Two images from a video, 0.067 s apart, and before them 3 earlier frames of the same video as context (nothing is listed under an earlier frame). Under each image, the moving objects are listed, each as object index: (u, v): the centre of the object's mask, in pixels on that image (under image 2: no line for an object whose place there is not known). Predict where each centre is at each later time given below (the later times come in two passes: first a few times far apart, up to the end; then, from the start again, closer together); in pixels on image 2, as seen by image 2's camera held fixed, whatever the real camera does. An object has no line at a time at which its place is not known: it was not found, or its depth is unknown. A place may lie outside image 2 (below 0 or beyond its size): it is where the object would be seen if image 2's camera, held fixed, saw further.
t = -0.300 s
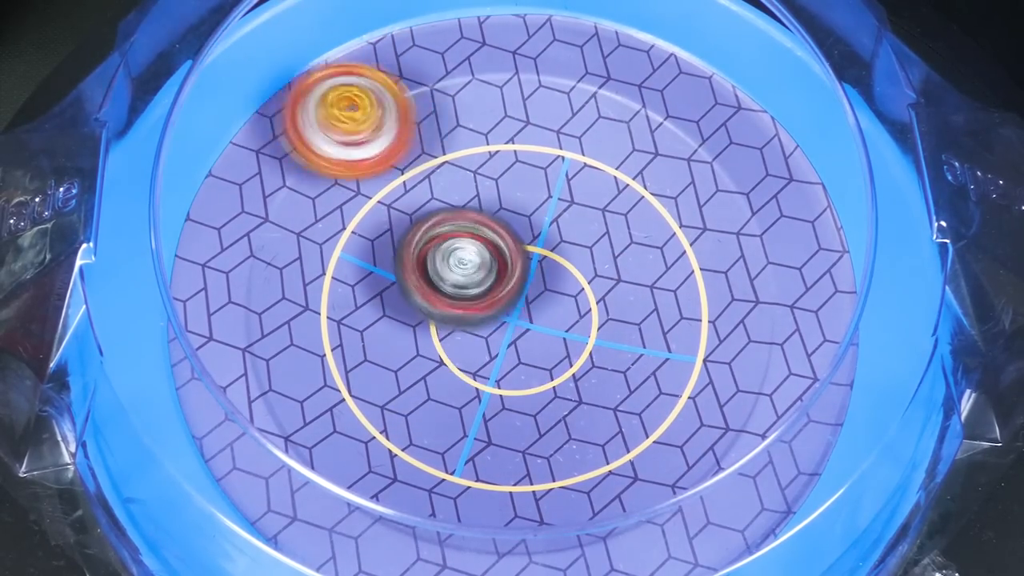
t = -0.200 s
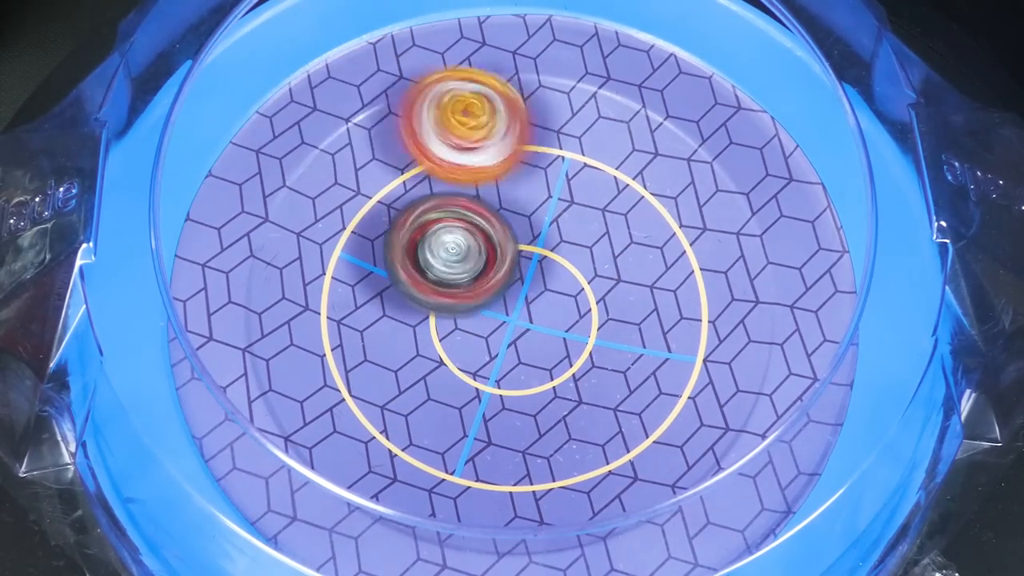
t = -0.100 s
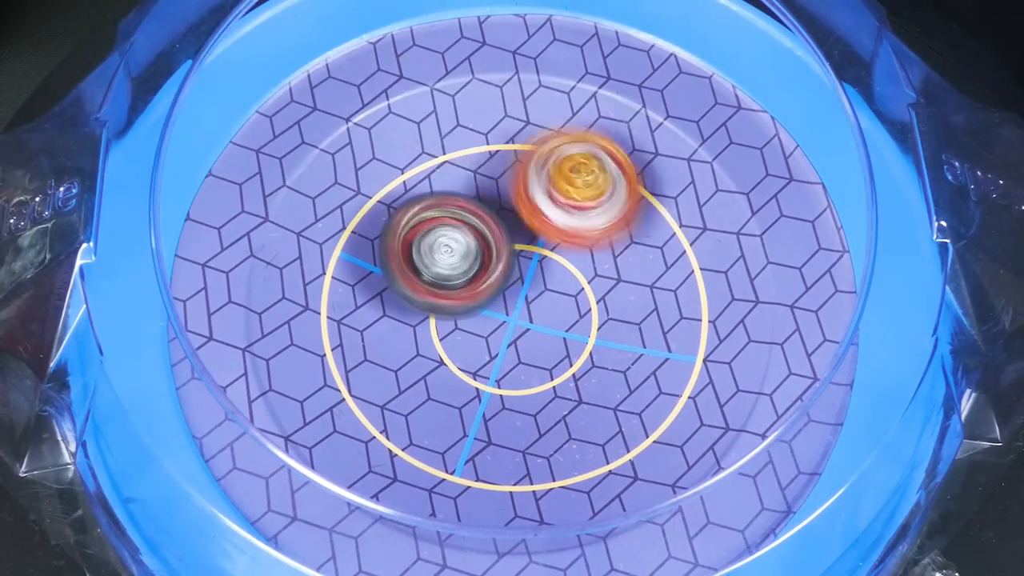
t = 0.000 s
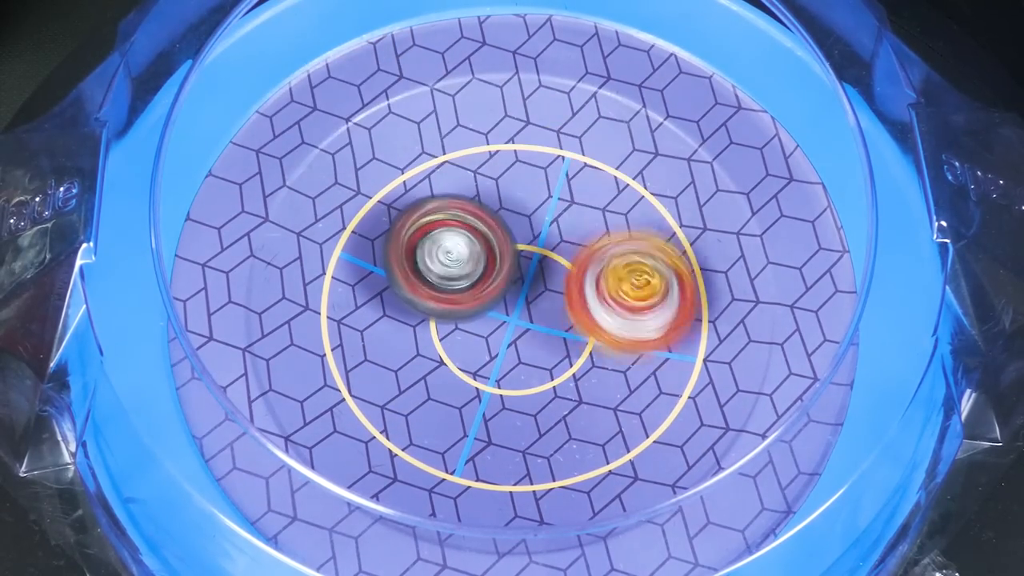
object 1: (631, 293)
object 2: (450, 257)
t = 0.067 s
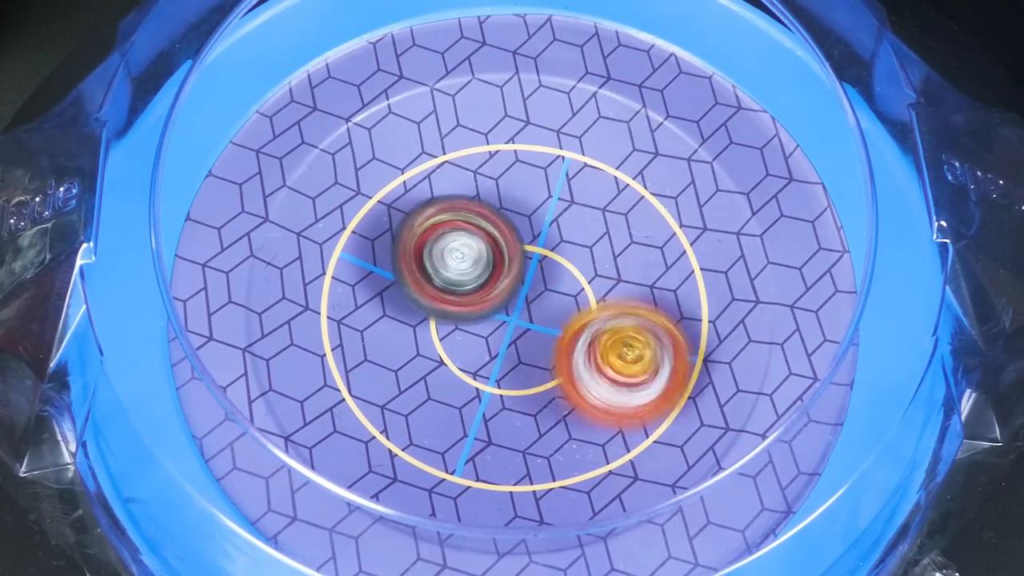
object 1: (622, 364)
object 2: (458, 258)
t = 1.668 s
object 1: (435, 293)
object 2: (920, 296)
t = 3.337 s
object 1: (522, 290)
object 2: (330, 156)
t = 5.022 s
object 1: (547, 194)
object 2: (810, 336)
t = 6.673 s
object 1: (492, 294)
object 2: (583, 84)
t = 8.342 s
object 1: (687, 197)
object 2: (406, 220)
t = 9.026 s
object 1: (408, 393)
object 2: (559, 146)
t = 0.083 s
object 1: (614, 380)
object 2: (460, 258)
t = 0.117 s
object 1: (593, 409)
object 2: (464, 257)
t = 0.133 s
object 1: (581, 421)
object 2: (466, 257)
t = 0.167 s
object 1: (549, 445)
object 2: (471, 254)
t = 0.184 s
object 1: (532, 454)
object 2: (474, 254)
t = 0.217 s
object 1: (491, 462)
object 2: (479, 252)
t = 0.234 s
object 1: (471, 461)
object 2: (482, 250)
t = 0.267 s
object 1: (431, 452)
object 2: (487, 247)
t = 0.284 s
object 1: (413, 442)
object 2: (489, 245)
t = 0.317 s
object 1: (381, 419)
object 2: (494, 243)
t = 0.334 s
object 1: (371, 402)
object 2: (496, 241)
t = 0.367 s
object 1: (357, 369)
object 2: (500, 237)
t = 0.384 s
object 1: (358, 348)
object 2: (502, 236)
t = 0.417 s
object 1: (361, 314)
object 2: (505, 233)
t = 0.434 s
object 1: (369, 294)
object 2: (506, 232)
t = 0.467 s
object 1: (379, 269)
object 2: (514, 228)
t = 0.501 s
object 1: (385, 252)
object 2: (546, 210)
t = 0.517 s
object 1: (393, 243)
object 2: (558, 203)
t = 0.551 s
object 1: (417, 223)
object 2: (578, 191)
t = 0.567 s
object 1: (432, 215)
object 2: (585, 185)
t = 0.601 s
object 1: (464, 205)
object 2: (598, 176)
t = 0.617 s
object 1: (470, 206)
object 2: (613, 169)
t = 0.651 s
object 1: (472, 214)
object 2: (657, 148)
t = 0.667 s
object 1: (476, 219)
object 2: (678, 138)
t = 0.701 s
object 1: (493, 232)
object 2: (710, 123)
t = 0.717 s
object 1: (500, 240)
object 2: (724, 117)
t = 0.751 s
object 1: (512, 263)
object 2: (749, 107)
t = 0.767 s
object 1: (514, 275)
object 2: (761, 102)
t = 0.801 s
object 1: (511, 299)
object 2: (778, 96)
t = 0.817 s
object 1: (508, 309)
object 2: (782, 96)
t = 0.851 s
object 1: (495, 328)
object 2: (787, 99)
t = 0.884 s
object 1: (472, 340)
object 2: (811, 92)
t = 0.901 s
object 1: (461, 343)
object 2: (811, 92)
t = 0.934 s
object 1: (437, 341)
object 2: (801, 96)
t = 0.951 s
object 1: (425, 337)
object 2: (799, 98)
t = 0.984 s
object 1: (405, 323)
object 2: (794, 102)
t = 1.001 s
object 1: (399, 314)
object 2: (792, 103)
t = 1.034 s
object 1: (395, 292)
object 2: (792, 108)
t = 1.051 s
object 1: (397, 281)
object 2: (792, 110)
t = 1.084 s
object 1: (411, 263)
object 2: (796, 115)
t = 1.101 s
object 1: (425, 255)
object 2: (799, 118)
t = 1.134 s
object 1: (452, 244)
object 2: (807, 124)
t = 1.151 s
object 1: (466, 243)
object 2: (812, 127)
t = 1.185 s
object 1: (498, 247)
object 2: (821, 135)
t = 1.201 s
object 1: (513, 252)
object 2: (825, 140)
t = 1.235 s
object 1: (540, 268)
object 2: (837, 151)
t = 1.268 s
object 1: (560, 291)
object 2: (848, 162)
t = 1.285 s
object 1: (568, 302)
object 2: (852, 168)
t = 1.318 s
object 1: (576, 329)
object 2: (859, 179)
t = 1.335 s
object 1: (577, 342)
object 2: (863, 185)
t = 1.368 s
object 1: (571, 368)
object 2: (867, 196)
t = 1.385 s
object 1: (564, 380)
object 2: (877, 201)
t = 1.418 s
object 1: (546, 400)
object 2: (889, 212)
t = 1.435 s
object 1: (532, 408)
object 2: (892, 219)
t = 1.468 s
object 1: (506, 417)
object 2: (898, 229)
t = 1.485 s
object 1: (493, 417)
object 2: (901, 234)
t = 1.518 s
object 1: (465, 406)
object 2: (905, 246)
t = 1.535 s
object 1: (452, 399)
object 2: (906, 251)
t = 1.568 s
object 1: (433, 378)
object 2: (918, 265)
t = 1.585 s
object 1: (427, 365)
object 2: (919, 271)
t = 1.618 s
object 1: (424, 335)
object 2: (911, 279)
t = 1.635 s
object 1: (426, 320)
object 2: (913, 284)
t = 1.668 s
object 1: (435, 293)
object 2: (920, 296)
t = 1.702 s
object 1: (453, 270)
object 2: (917, 306)
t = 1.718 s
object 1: (464, 260)
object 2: (909, 310)
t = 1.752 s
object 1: (493, 244)
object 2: (912, 323)
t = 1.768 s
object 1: (508, 237)
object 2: (910, 330)
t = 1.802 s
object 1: (539, 231)
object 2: (899, 338)
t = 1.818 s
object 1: (554, 230)
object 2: (896, 343)
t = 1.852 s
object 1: (585, 234)
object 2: (897, 358)
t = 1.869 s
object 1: (600, 239)
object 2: (894, 363)
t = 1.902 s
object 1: (626, 251)
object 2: (875, 369)
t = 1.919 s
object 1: (637, 259)
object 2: (871, 373)
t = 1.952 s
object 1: (657, 277)
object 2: (863, 383)
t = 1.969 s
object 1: (664, 288)
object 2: (858, 387)
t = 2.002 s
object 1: (670, 313)
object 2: (843, 394)
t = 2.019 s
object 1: (671, 327)
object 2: (837, 397)
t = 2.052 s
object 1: (664, 351)
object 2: (822, 403)
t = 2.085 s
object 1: (645, 371)
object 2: (803, 401)
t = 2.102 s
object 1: (633, 380)
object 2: (794, 402)
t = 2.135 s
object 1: (603, 389)
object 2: (776, 405)
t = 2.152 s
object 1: (588, 389)
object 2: (765, 408)
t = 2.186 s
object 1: (553, 385)
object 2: (748, 409)
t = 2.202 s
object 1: (536, 381)
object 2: (741, 412)
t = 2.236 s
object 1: (505, 368)
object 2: (720, 410)
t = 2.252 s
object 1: (491, 358)
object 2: (713, 411)
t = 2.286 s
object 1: (471, 334)
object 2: (697, 410)
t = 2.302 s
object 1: (464, 321)
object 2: (687, 406)
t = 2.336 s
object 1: (456, 292)
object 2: (667, 396)
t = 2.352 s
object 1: (454, 277)
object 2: (657, 389)
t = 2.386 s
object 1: (455, 248)
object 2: (635, 376)
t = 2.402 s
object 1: (458, 234)
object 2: (625, 369)
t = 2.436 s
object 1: (471, 209)
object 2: (603, 354)
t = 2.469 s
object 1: (488, 185)
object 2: (581, 338)
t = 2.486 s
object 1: (499, 175)
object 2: (571, 329)
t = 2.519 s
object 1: (522, 158)
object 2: (547, 313)
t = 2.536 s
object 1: (533, 152)
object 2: (536, 305)
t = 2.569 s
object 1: (559, 145)
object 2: (515, 290)
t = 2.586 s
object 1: (573, 143)
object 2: (503, 283)
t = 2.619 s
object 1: (598, 147)
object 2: (483, 273)
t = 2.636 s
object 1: (609, 153)
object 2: (474, 269)
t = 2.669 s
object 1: (630, 169)
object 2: (455, 262)
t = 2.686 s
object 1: (637, 179)
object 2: (446, 260)
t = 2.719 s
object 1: (644, 204)
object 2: (428, 256)
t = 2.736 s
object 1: (645, 219)
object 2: (421, 255)
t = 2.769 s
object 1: (640, 247)
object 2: (408, 254)
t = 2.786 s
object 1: (633, 262)
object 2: (402, 253)
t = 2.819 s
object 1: (617, 289)
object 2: (393, 252)
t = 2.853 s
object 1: (593, 313)
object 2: (386, 251)
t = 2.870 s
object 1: (580, 322)
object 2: (385, 252)
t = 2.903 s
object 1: (550, 336)
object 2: (381, 252)
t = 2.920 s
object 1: (533, 340)
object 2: (380, 251)
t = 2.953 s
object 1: (501, 340)
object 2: (380, 251)
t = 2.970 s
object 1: (486, 339)
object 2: (380, 250)
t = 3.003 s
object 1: (469, 337)
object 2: (371, 241)
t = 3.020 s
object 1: (463, 338)
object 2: (365, 235)
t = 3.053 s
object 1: (445, 330)
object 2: (354, 225)
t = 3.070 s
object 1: (434, 325)
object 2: (350, 221)
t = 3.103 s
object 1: (427, 318)
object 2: (336, 204)
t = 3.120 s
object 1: (424, 313)
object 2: (329, 195)
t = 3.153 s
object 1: (423, 299)
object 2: (319, 181)
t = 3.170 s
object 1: (425, 293)
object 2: (314, 176)
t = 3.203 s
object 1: (436, 280)
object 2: (308, 165)
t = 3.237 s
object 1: (456, 272)
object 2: (306, 156)
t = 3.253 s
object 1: (467, 271)
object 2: (308, 154)
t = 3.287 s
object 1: (491, 273)
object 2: (314, 154)
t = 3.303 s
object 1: (503, 277)
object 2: (318, 155)
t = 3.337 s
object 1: (522, 290)
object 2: (330, 156)
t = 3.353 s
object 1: (530, 299)
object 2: (337, 157)
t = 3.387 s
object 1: (542, 318)
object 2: (350, 159)
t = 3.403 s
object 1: (546, 327)
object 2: (357, 160)
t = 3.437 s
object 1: (546, 349)
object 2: (374, 162)
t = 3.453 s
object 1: (542, 359)
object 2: (384, 163)
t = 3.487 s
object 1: (528, 375)
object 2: (402, 166)
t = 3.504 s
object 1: (520, 380)
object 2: (412, 168)
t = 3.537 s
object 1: (499, 383)
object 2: (433, 172)
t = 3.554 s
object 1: (487, 381)
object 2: (443, 174)
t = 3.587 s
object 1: (467, 369)
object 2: (464, 179)
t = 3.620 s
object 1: (455, 350)
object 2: (485, 185)
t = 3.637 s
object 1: (453, 340)
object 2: (494, 188)
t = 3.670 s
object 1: (455, 316)
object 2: (514, 194)
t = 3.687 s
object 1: (460, 307)
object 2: (525, 195)
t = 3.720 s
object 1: (466, 300)
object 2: (552, 182)
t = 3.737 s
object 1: (473, 294)
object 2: (566, 175)
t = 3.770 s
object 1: (492, 286)
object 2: (591, 159)
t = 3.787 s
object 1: (501, 284)
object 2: (601, 152)
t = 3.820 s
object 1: (524, 285)
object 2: (621, 139)
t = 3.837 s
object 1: (535, 289)
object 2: (630, 132)
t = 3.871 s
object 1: (554, 298)
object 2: (644, 120)
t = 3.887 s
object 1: (563, 304)
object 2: (650, 115)
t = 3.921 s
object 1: (573, 320)
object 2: (659, 105)
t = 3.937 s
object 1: (574, 330)
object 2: (662, 101)
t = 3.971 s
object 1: (571, 346)
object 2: (666, 97)
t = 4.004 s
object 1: (559, 360)
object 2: (672, 92)
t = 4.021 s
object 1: (549, 366)
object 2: (676, 90)
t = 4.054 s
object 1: (528, 367)
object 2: (686, 85)
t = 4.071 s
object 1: (520, 365)
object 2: (689, 82)
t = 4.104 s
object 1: (501, 354)
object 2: (700, 77)
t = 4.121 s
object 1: (493, 344)
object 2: (707, 74)
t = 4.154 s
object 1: (486, 324)
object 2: (720, 71)
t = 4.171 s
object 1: (485, 314)
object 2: (727, 69)
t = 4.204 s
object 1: (489, 291)
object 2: (733, 71)
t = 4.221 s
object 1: (495, 281)
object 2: (730, 74)
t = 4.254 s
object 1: (506, 264)
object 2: (726, 83)
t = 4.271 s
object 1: (514, 256)
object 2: (725, 85)
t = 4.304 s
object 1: (533, 244)
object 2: (724, 91)
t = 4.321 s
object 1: (542, 241)
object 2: (725, 94)
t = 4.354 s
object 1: (563, 236)
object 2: (729, 96)
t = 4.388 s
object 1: (584, 240)
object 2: (734, 99)
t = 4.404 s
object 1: (595, 245)
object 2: (738, 103)
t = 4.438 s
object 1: (607, 257)
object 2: (748, 107)
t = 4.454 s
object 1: (614, 264)
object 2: (753, 110)
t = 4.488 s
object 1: (616, 281)
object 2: (765, 117)
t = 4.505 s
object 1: (614, 289)
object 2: (772, 121)
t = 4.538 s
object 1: (604, 307)
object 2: (781, 130)
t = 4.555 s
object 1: (595, 316)
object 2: (783, 135)
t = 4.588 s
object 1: (573, 328)
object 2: (786, 143)
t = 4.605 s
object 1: (561, 331)
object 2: (786, 147)
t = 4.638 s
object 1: (534, 330)
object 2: (789, 157)
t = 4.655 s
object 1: (524, 327)
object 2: (791, 162)
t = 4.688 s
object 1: (502, 316)
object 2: (795, 173)
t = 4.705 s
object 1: (492, 310)
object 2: (798, 180)
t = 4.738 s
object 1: (475, 293)
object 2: (803, 196)
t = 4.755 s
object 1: (470, 284)
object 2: (805, 205)
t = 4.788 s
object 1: (462, 263)
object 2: (809, 221)
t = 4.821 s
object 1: (462, 242)
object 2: (811, 238)
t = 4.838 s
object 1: (464, 233)
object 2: (814, 248)
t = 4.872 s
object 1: (472, 214)
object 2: (817, 266)
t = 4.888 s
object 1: (477, 205)
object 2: (818, 273)
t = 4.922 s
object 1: (493, 190)
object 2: (819, 290)
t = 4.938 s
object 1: (501, 186)
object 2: (807, 296)
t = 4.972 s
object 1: (521, 183)
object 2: (817, 314)
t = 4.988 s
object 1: (531, 186)
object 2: (813, 321)
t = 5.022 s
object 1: (547, 194)
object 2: (810, 336)
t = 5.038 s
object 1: (556, 201)
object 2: (804, 344)
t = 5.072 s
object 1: (568, 220)
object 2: (798, 359)
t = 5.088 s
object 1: (571, 231)
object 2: (793, 366)
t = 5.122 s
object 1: (572, 253)
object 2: (783, 381)
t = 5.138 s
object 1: (569, 265)
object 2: (778, 387)
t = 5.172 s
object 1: (562, 285)
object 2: (768, 403)
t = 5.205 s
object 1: (547, 304)
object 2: (756, 415)
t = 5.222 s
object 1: (538, 313)
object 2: (748, 420)
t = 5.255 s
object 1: (516, 324)
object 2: (734, 432)
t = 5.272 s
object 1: (506, 327)
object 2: (727, 437)
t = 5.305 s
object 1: (482, 330)
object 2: (712, 445)
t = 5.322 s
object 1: (472, 330)
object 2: (702, 449)
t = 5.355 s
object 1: (448, 324)
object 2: (686, 456)
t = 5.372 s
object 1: (436, 319)
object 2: (671, 449)
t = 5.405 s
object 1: (422, 305)
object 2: (654, 453)
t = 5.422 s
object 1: (415, 297)
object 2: (648, 453)
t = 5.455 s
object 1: (407, 277)
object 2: (631, 450)
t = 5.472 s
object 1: (407, 268)
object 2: (623, 449)
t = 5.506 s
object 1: (414, 249)
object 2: (607, 440)
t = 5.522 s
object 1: (422, 240)
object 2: (597, 434)
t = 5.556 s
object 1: (436, 230)
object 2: (580, 422)
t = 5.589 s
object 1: (455, 223)
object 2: (561, 408)
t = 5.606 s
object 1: (469, 222)
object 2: (553, 402)
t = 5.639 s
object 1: (494, 227)
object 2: (535, 385)
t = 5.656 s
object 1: (504, 230)
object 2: (526, 376)
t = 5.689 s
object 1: (525, 241)
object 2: (511, 361)
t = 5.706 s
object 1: (535, 239)
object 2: (505, 358)
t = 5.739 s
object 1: (554, 230)
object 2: (486, 353)
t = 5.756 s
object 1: (562, 227)
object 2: (479, 350)
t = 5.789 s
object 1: (576, 225)
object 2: (466, 339)
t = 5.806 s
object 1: (586, 225)
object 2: (461, 333)
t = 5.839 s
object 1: (603, 228)
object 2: (453, 319)
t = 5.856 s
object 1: (614, 231)
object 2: (448, 312)
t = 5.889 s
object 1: (631, 240)
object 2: (443, 297)
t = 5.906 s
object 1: (637, 245)
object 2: (440, 290)
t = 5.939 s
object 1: (648, 258)
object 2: (435, 276)
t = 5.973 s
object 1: (652, 275)
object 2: (433, 263)
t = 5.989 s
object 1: (651, 284)
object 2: (433, 256)
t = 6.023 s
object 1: (640, 300)
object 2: (433, 244)
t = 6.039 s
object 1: (634, 308)
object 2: (433, 239)
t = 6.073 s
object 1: (613, 321)
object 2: (433, 229)
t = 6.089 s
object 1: (603, 325)
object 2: (435, 224)
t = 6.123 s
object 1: (580, 333)
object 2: (437, 214)
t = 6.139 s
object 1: (568, 334)
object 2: (440, 210)
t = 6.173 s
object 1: (543, 331)
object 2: (444, 202)
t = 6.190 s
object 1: (533, 329)
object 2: (447, 200)
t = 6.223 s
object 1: (511, 322)
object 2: (454, 193)
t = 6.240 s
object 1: (500, 316)
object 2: (456, 191)
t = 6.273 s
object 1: (486, 312)
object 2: (460, 180)
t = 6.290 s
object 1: (478, 307)
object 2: (463, 173)
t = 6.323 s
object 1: (462, 295)
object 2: (469, 163)
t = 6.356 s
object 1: (450, 286)
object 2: (477, 150)
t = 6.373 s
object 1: (446, 281)
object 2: (479, 144)
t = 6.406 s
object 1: (439, 266)
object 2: (487, 135)
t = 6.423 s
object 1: (438, 259)
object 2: (491, 131)
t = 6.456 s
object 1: (442, 244)
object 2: (500, 124)
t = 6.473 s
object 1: (447, 238)
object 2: (504, 122)
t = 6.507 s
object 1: (454, 237)
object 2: (521, 112)
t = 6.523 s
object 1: (459, 238)
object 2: (528, 103)
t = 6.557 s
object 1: (469, 245)
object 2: (542, 95)
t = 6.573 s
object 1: (474, 249)
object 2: (549, 91)
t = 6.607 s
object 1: (483, 263)
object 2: (559, 87)
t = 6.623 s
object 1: (486, 271)
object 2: (567, 85)
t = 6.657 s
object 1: (491, 286)
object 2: (576, 83)
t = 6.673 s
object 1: (492, 294)
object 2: (583, 84)
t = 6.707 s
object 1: (489, 310)
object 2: (590, 89)
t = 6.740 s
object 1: (486, 322)
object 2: (597, 98)
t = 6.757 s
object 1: (481, 329)
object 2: (601, 103)
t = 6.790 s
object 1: (474, 337)
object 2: (606, 114)
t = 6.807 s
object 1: (469, 341)
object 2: (610, 120)
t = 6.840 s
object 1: (459, 342)
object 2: (613, 135)
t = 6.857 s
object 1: (456, 342)
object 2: (616, 142)
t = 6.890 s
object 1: (449, 337)
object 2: (618, 157)
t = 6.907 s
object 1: (449, 334)
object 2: (620, 167)
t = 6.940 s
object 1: (448, 326)
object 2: (620, 182)
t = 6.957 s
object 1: (451, 321)
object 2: (620, 194)
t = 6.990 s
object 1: (459, 314)
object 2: (621, 210)
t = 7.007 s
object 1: (464, 311)
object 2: (620, 221)
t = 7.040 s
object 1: (479, 305)
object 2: (619, 239)
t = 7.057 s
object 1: (487, 304)
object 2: (615, 249)
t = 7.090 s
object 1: (496, 304)
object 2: (619, 265)
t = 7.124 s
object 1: (461, 321)
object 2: (651, 271)
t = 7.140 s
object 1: (448, 325)
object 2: (670, 274)
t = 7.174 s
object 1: (429, 331)
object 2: (694, 282)
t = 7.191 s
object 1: (422, 331)
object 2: (705, 289)
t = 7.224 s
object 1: (408, 329)
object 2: (717, 298)
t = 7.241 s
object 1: (399, 328)
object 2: (723, 304)
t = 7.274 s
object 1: (384, 327)
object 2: (726, 315)
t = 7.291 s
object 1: (378, 327)
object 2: (726, 322)
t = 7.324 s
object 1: (363, 326)
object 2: (720, 333)
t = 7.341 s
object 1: (356, 326)
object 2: (717, 340)
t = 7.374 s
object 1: (344, 325)
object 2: (708, 352)
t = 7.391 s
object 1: (337, 323)
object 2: (704, 358)
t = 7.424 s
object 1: (330, 319)
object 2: (691, 369)
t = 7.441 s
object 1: (329, 316)
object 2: (684, 374)
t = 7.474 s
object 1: (331, 312)
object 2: (667, 383)
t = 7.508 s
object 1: (339, 305)
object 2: (652, 390)
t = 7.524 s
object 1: (344, 302)
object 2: (640, 394)
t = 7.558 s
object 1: (361, 297)
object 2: (622, 398)
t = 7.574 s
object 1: (367, 296)
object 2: (613, 400)
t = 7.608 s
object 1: (385, 292)
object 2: (591, 401)
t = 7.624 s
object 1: (395, 290)
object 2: (582, 402)
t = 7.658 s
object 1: (411, 287)
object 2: (561, 401)
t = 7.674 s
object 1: (419, 287)
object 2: (550, 399)
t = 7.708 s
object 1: (435, 284)
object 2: (529, 396)
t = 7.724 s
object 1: (444, 282)
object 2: (517, 392)
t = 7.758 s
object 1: (460, 278)
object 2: (497, 385)
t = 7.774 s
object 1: (468, 277)
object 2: (487, 381)
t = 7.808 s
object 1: (488, 268)
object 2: (466, 376)
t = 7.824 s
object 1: (498, 260)
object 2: (455, 374)
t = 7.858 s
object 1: (522, 247)
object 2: (430, 367)
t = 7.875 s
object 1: (537, 241)
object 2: (423, 364)
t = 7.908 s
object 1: (562, 232)
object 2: (400, 353)
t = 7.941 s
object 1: (585, 225)
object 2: (383, 342)
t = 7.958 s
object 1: (594, 222)
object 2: (378, 336)
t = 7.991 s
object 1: (611, 218)
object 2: (364, 324)
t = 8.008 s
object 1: (619, 215)
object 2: (360, 319)
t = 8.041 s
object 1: (632, 212)
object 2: (352, 307)
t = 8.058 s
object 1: (638, 209)
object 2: (349, 300)
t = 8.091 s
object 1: (651, 205)
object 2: (347, 288)
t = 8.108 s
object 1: (657, 203)
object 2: (345, 282)
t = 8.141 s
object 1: (669, 197)
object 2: (347, 273)
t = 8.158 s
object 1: (674, 195)
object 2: (349, 267)
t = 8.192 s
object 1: (685, 191)
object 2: (354, 256)
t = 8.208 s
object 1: (689, 189)
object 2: (359, 252)
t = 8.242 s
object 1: (695, 188)
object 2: (367, 242)
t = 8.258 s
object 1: (697, 188)
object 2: (373, 238)
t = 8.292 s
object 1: (696, 190)
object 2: (384, 230)
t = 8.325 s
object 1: (692, 194)
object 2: (398, 223)
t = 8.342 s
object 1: (687, 197)
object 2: (406, 220)
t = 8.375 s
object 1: (675, 205)
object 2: (421, 215)
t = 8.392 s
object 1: (671, 208)
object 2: (429, 212)
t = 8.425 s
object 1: (657, 215)
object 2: (445, 208)
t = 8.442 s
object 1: (649, 220)
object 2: (454, 207)
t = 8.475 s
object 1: (636, 228)
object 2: (473, 205)
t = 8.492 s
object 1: (629, 231)
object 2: (482, 204)
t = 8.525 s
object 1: (615, 241)
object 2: (497, 202)
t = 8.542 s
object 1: (607, 245)
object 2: (503, 200)
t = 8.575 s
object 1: (593, 256)
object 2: (514, 193)
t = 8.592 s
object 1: (593, 269)
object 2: (522, 186)
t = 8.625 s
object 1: (591, 302)
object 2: (528, 162)
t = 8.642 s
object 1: (585, 314)
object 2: (531, 151)
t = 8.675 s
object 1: (574, 339)
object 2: (537, 130)
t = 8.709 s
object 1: (554, 358)
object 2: (542, 116)
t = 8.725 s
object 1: (545, 367)
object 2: (545, 112)
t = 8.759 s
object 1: (526, 380)
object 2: (550, 106)
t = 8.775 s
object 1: (514, 386)
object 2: (551, 104)
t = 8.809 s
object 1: (499, 393)
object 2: (553, 103)
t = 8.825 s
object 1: (493, 395)
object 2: (554, 103)
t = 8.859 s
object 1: (480, 398)
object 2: (555, 105)
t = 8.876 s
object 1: (472, 398)
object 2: (556, 108)
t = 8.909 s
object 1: (456, 399)
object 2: (556, 112)
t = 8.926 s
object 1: (448, 402)
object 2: (556, 116)
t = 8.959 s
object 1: (434, 402)
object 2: (557, 123)
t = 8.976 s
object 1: (427, 400)
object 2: (557, 128)
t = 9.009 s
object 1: (414, 396)
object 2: (558, 138)
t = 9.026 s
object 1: (408, 393)
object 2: (559, 146)
